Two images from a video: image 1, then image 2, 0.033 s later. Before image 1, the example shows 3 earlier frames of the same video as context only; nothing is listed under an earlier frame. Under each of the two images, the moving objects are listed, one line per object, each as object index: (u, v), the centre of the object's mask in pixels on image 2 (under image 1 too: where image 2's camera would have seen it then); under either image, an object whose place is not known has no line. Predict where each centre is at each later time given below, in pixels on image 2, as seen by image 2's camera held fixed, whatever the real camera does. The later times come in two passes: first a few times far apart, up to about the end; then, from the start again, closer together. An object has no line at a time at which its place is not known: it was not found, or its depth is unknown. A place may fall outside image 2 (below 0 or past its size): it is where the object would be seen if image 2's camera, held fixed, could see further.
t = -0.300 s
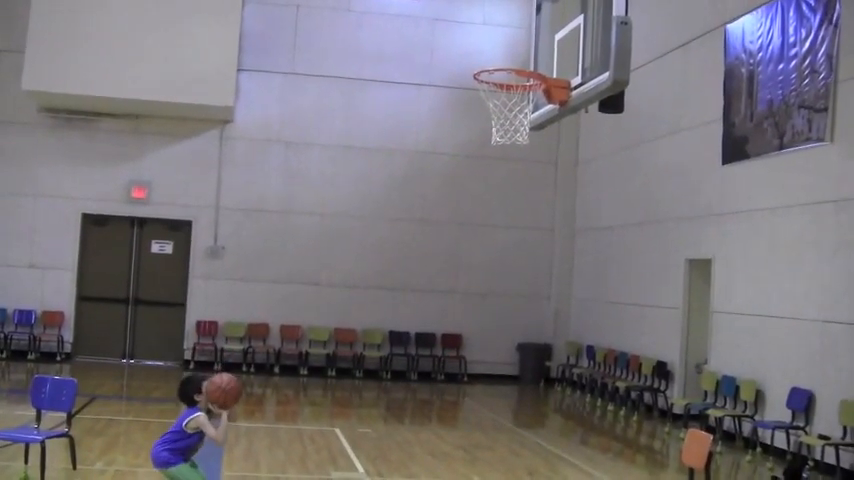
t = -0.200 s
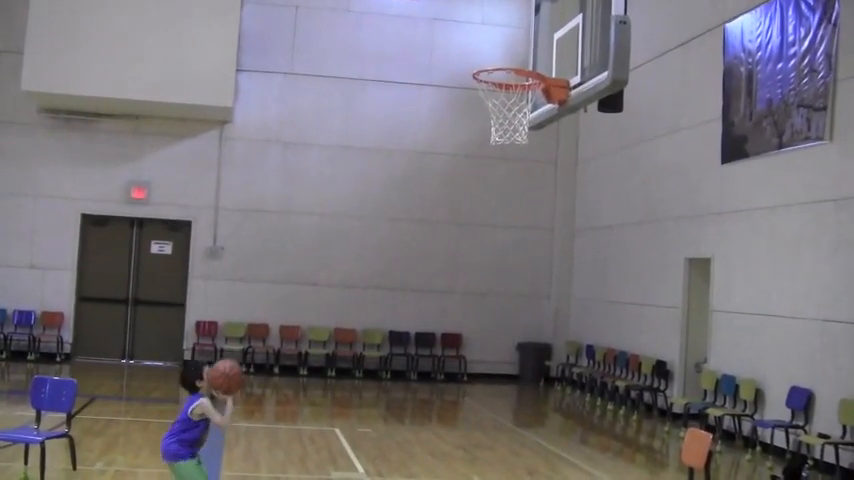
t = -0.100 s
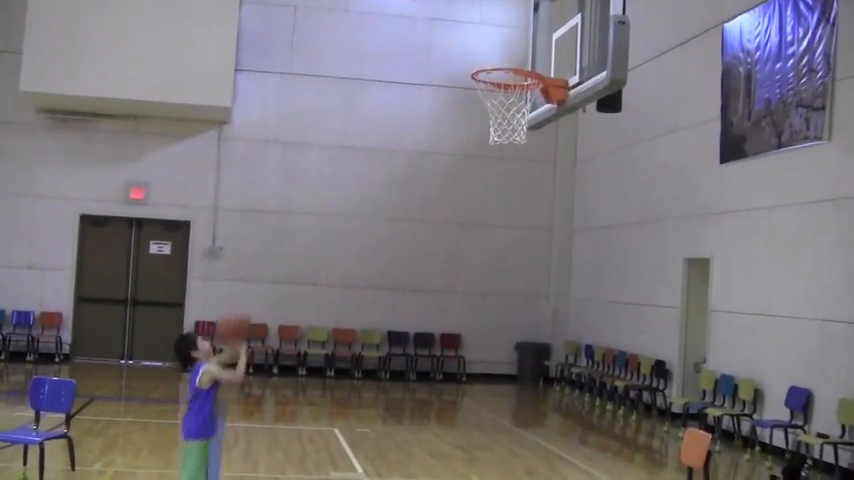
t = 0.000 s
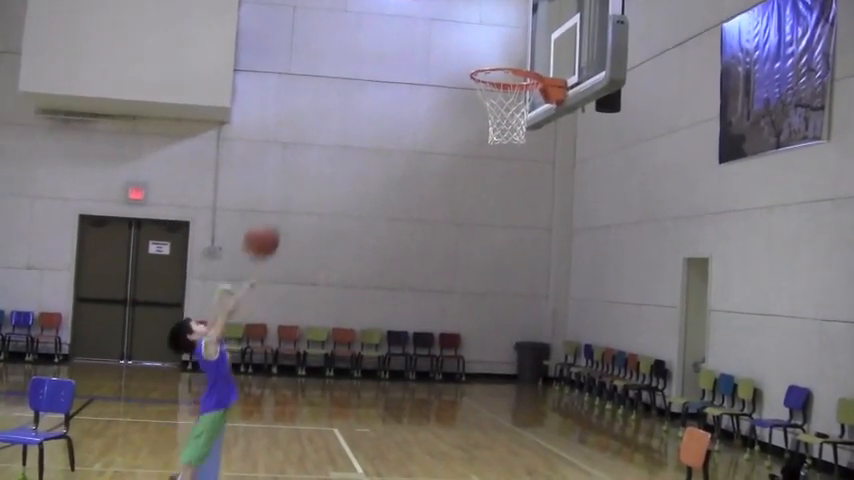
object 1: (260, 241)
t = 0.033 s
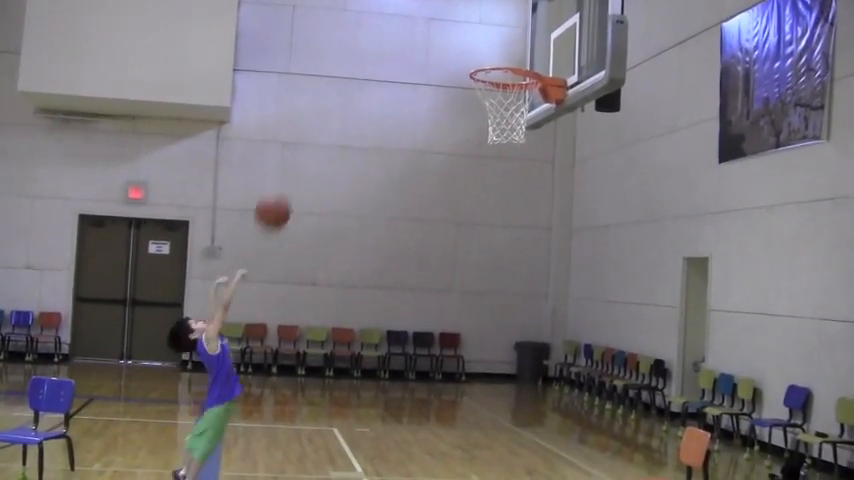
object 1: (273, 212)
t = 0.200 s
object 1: (326, 101)
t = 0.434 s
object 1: (393, 18)
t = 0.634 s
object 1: (444, 13)
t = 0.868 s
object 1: (499, 71)
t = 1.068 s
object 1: (533, 166)
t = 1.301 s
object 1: (556, 328)
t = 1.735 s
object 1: (575, 366)
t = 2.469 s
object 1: (569, 376)
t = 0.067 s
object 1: (284, 187)
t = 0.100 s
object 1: (294, 162)
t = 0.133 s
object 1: (306, 139)
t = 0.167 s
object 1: (316, 119)
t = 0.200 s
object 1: (326, 101)
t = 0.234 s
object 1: (336, 84)
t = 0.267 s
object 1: (346, 68)
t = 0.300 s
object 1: (355, 55)
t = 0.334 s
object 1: (365, 43)
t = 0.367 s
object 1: (374, 33)
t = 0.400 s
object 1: (384, 25)
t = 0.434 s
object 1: (393, 18)
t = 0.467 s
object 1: (401, 15)
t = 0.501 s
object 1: (410, 13)
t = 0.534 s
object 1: (420, 12)
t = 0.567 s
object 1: (428, 12)
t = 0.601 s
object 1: (436, 12)
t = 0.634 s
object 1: (444, 13)
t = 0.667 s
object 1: (452, 15)
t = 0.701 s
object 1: (461, 19)
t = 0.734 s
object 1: (469, 26)
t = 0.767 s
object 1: (476, 35)
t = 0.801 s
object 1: (484, 45)
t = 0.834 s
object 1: (492, 55)
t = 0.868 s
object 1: (499, 71)
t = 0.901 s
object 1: (507, 88)
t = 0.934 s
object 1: (515, 103)
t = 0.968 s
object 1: (522, 119)
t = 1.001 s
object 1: (527, 138)
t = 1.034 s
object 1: (530, 148)
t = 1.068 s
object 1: (533, 166)
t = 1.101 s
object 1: (537, 184)
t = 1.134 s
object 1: (540, 206)
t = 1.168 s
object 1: (542, 226)
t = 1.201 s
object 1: (547, 249)
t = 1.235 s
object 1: (549, 274)
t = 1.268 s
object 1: (553, 299)
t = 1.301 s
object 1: (556, 328)
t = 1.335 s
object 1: (556, 357)
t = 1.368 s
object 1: (559, 388)
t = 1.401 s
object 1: (561, 420)
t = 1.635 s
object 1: (572, 422)
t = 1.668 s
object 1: (574, 401)
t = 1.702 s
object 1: (575, 382)
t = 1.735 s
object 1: (575, 366)
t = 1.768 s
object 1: (577, 349)
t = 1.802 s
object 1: (577, 333)
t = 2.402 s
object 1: (571, 340)
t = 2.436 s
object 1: (570, 357)
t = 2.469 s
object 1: (569, 376)
